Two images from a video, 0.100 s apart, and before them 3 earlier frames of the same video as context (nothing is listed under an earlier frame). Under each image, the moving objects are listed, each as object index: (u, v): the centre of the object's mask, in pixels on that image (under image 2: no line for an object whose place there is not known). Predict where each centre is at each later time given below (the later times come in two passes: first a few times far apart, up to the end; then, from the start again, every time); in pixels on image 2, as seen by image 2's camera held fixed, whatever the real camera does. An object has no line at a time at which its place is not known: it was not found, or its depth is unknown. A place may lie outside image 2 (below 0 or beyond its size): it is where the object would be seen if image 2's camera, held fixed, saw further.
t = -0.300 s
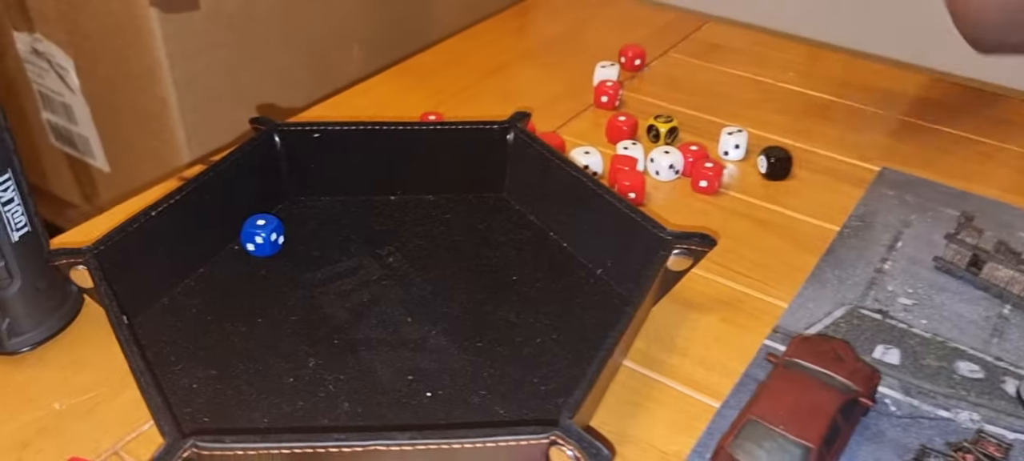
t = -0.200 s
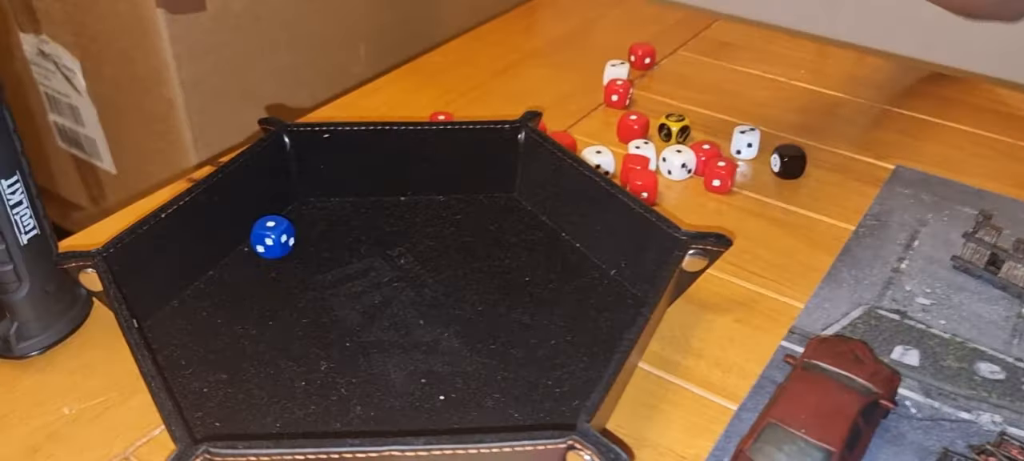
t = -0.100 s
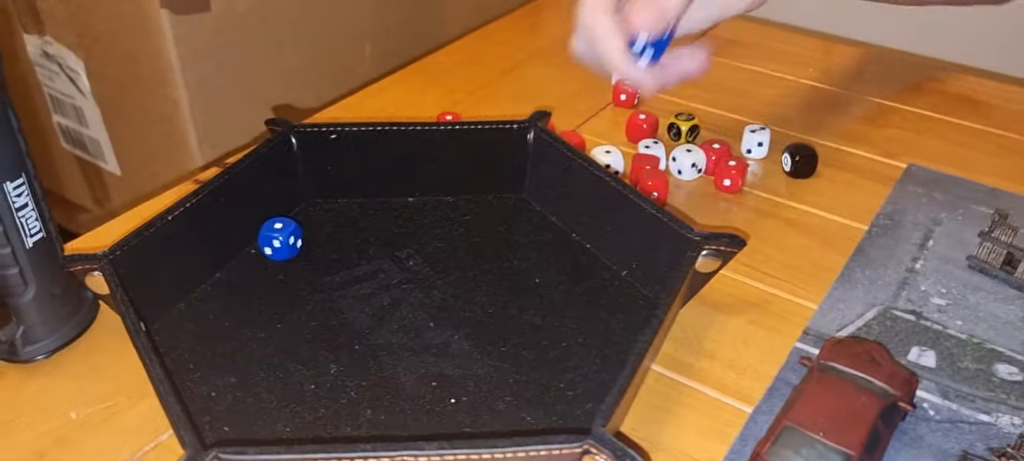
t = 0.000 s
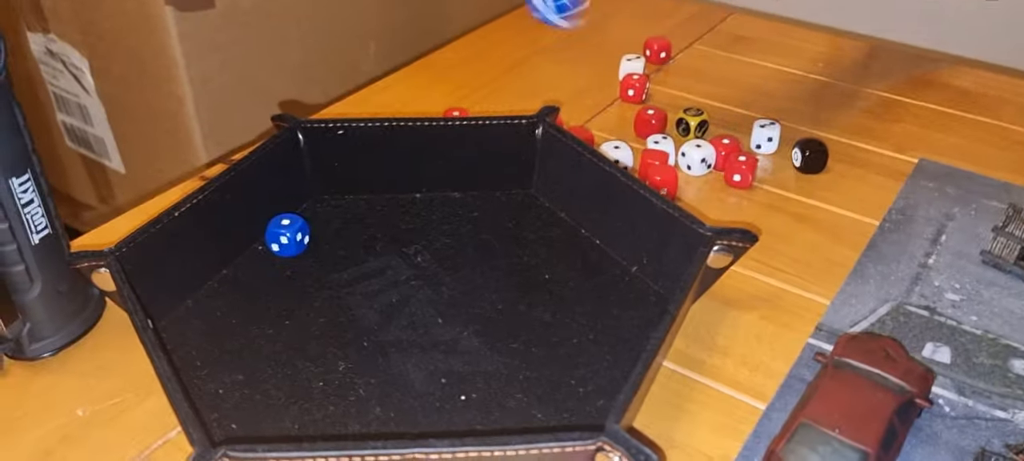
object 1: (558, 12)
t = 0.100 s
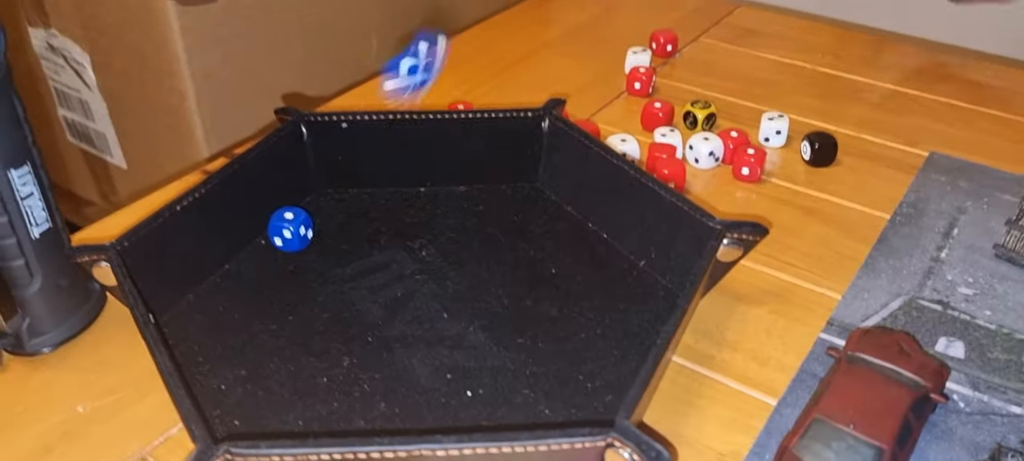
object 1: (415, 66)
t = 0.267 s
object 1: (252, 299)
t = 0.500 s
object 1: (249, 349)
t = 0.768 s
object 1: (273, 342)
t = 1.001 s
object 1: (273, 342)
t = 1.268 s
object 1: (272, 343)
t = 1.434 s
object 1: (273, 343)
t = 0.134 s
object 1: (367, 149)
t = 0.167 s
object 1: (330, 238)
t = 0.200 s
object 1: (299, 261)
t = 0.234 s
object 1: (273, 278)
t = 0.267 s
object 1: (252, 299)
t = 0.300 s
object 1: (232, 311)
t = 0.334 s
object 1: (206, 331)
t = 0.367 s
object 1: (193, 345)
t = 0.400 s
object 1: (210, 346)
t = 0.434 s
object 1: (224, 346)
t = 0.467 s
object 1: (239, 349)
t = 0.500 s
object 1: (249, 349)
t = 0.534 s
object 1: (256, 350)
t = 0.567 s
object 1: (262, 349)
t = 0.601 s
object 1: (268, 348)
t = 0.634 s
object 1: (274, 344)
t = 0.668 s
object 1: (275, 342)
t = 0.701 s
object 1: (274, 341)
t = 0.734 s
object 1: (273, 342)
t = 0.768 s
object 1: (273, 342)
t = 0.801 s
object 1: (273, 342)
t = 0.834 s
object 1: (273, 342)
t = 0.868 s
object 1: (273, 342)
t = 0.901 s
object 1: (273, 342)
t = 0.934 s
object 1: (273, 342)
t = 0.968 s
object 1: (273, 342)
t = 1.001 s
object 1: (273, 342)
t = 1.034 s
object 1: (273, 342)
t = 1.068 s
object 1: (273, 342)
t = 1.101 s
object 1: (273, 342)
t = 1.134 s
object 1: (272, 342)
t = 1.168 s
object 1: (272, 342)
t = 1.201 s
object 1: (272, 342)
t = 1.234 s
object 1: (272, 343)
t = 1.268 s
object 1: (272, 343)
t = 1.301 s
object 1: (272, 343)
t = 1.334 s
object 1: (272, 343)
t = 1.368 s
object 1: (273, 343)
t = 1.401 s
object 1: (273, 342)
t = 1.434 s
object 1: (273, 343)
